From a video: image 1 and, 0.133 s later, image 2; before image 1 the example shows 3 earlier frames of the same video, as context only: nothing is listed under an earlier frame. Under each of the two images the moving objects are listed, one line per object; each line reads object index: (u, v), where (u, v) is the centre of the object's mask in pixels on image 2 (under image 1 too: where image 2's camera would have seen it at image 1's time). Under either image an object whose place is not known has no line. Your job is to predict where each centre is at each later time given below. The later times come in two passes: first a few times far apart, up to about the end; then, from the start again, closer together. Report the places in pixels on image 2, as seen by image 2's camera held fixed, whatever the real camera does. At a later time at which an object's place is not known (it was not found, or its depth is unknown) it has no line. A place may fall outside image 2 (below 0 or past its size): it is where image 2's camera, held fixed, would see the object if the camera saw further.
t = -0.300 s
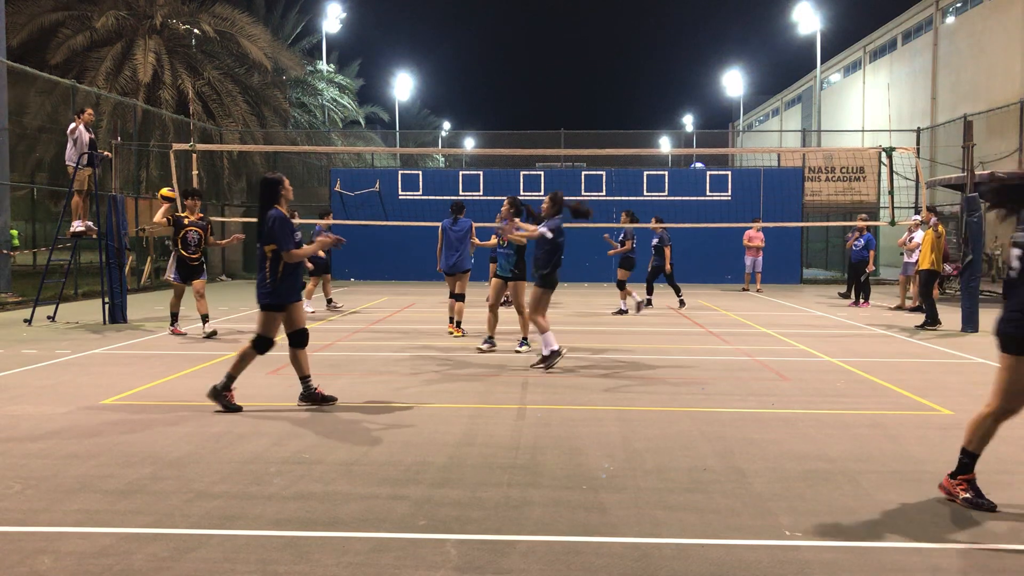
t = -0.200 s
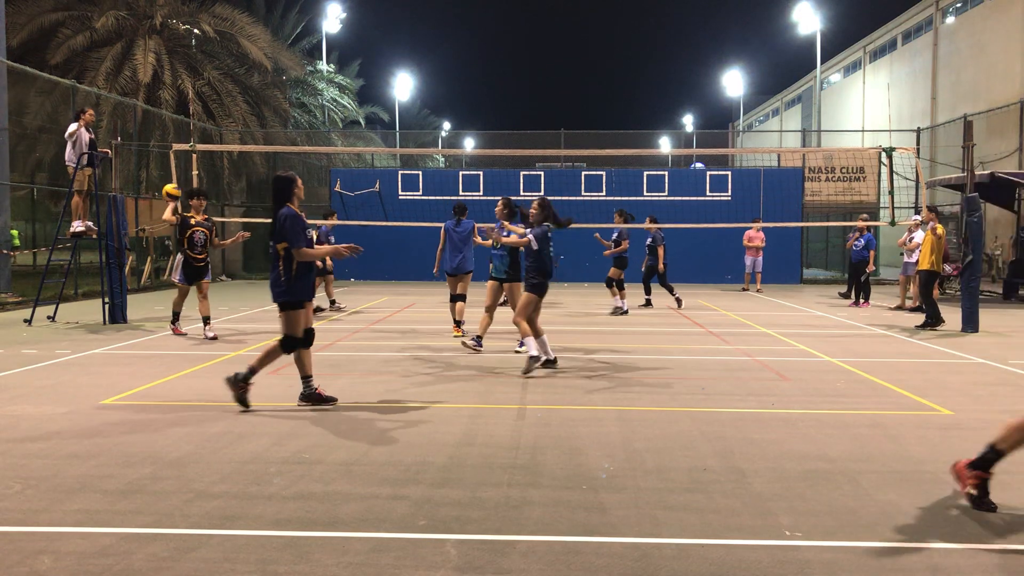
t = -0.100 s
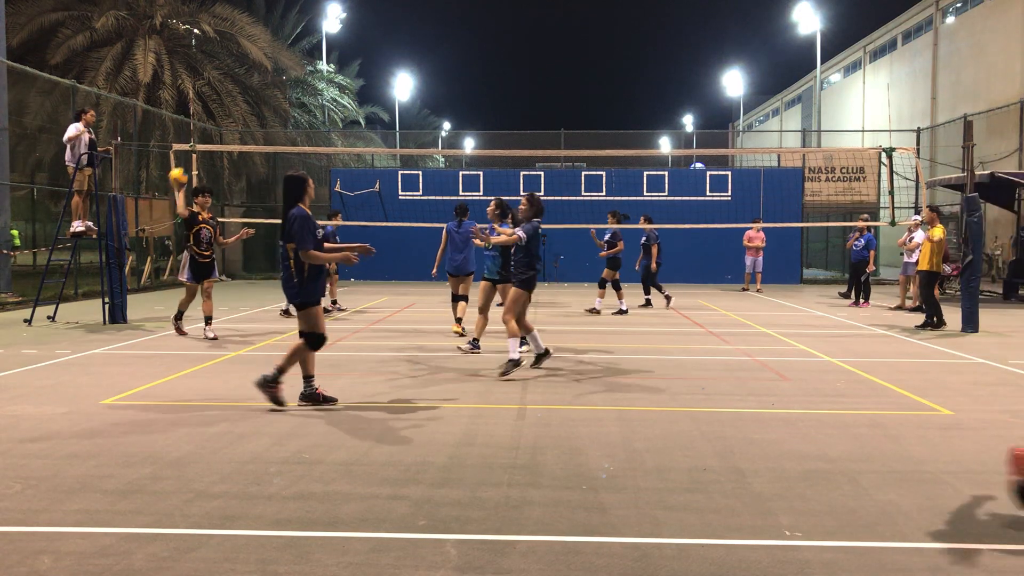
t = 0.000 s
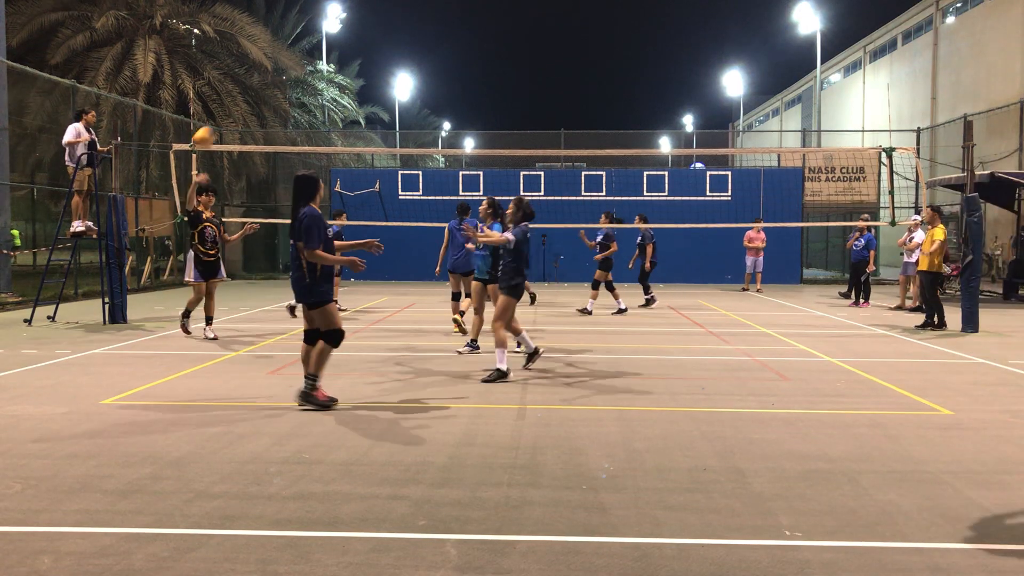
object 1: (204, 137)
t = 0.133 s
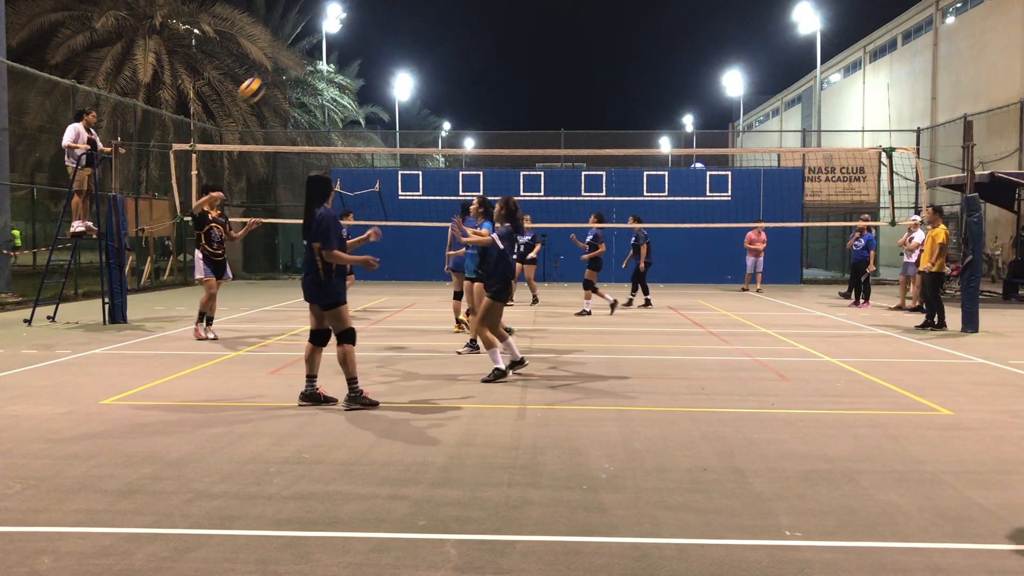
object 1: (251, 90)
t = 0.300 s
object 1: (320, 45)
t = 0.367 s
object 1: (352, 33)
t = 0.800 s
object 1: (607, 88)
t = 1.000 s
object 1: (775, 224)
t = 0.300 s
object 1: (320, 45)
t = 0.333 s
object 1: (337, 39)
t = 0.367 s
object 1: (352, 33)
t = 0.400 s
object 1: (366, 28)
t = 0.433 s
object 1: (383, 25)
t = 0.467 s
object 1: (400, 23)
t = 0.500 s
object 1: (417, 23)
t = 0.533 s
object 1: (436, 23)
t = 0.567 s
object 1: (454, 25)
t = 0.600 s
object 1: (473, 28)
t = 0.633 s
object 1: (494, 34)
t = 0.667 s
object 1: (514, 40)
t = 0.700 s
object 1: (536, 49)
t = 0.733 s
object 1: (559, 60)
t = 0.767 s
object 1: (582, 73)
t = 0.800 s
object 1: (607, 88)
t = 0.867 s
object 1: (656, 122)
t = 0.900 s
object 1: (685, 145)
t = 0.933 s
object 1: (713, 169)
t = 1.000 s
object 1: (775, 224)
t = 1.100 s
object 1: (873, 333)
